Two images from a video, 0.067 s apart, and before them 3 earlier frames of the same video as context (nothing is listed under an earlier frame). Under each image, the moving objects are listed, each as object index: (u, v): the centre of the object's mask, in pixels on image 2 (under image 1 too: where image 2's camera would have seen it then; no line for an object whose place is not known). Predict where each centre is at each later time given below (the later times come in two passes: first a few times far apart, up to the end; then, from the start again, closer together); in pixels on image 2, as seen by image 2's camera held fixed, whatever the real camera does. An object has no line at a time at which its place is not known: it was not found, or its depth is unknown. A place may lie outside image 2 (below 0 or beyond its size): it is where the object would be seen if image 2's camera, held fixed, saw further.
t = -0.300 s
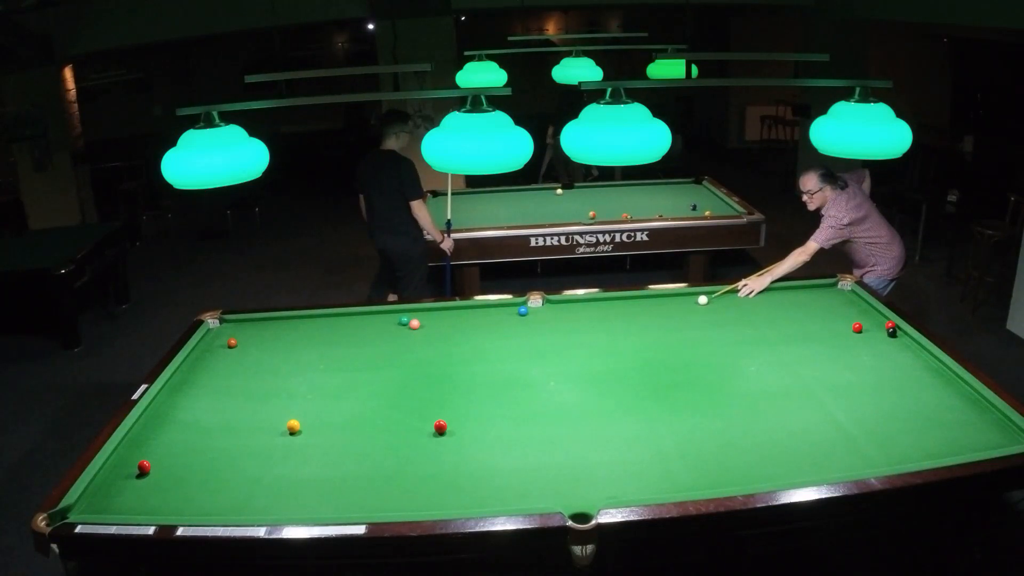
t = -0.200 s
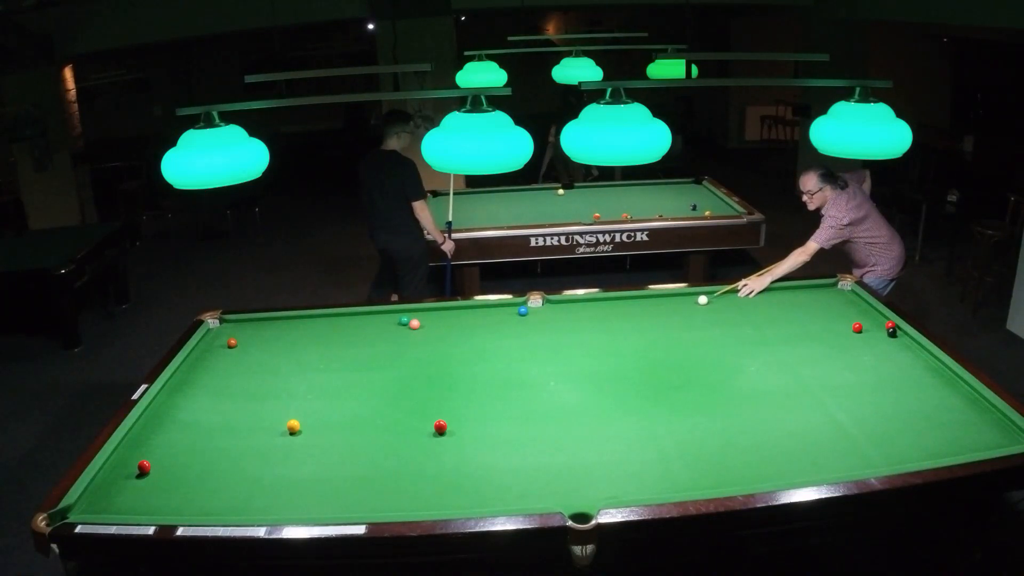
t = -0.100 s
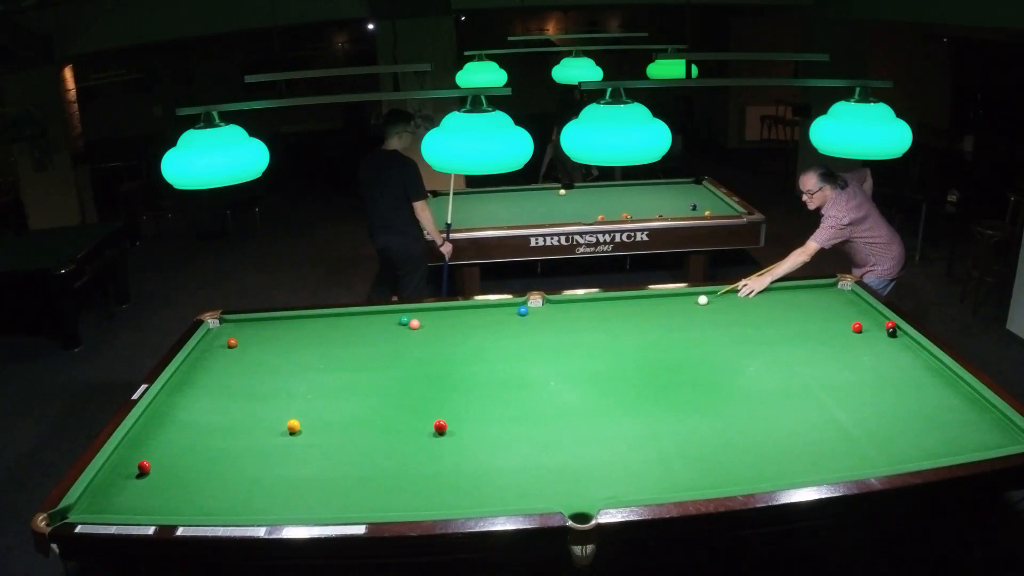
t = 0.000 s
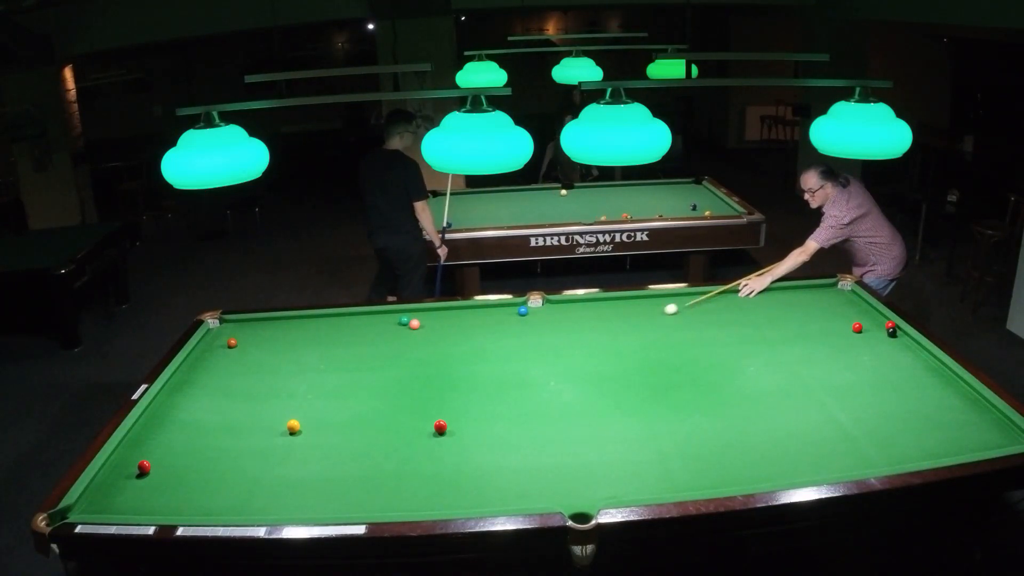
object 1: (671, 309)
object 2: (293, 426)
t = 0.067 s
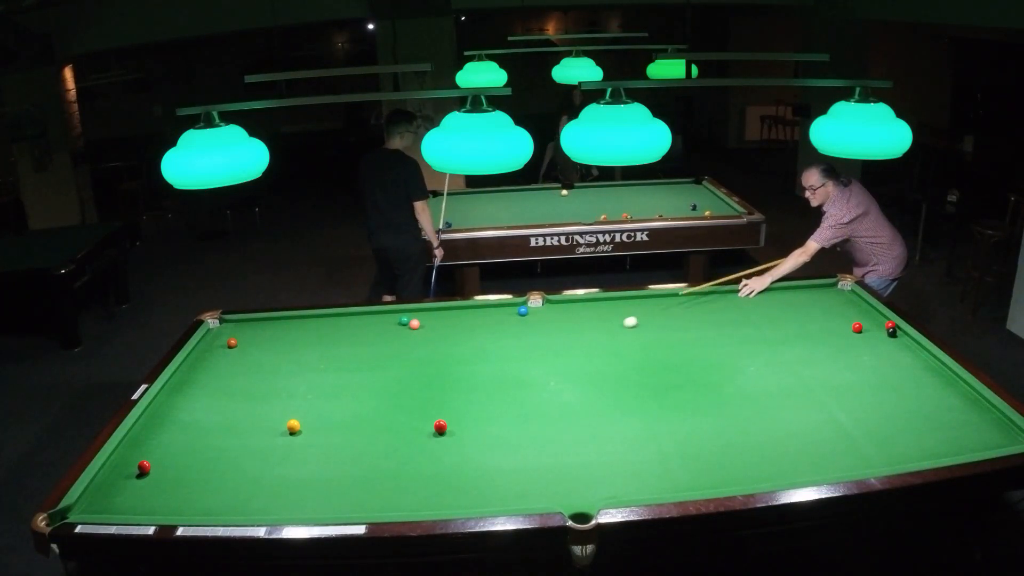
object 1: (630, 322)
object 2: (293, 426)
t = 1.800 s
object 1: (481, 391)
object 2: (208, 414)
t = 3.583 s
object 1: (838, 346)
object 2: (217, 325)
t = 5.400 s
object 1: (474, 363)
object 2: (245, 332)
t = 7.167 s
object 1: (207, 369)
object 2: (247, 332)
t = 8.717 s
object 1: (282, 361)
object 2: (247, 332)
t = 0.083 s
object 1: (620, 326)
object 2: (293, 426)
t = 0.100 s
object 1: (609, 328)
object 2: (293, 426)
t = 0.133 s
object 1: (588, 335)
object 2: (293, 426)
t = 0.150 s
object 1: (577, 338)
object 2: (293, 426)
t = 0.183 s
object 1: (556, 345)
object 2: (293, 426)
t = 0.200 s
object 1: (545, 348)
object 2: (293, 426)
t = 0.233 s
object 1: (523, 355)
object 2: (293, 426)
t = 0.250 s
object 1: (512, 358)
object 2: (293, 426)
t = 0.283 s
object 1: (491, 364)
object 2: (293, 426)
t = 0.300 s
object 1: (480, 368)
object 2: (293, 426)
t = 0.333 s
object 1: (458, 374)
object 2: (293, 426)
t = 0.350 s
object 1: (447, 377)
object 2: (293, 426)
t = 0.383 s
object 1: (426, 383)
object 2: (293, 426)
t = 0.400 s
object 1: (415, 387)
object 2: (293, 426)
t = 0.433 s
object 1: (394, 393)
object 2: (293, 426)
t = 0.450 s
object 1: (382, 396)
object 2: (293, 426)
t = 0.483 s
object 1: (360, 403)
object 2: (293, 426)
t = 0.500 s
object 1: (349, 406)
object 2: (293, 426)
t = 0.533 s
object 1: (326, 412)
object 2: (293, 426)
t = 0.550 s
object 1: (314, 416)
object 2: (293, 426)
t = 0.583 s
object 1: (294, 418)
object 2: (290, 429)
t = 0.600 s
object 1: (286, 419)
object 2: (287, 433)
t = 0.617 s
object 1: (278, 418)
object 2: (283, 437)
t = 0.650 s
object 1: (262, 417)
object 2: (275, 445)
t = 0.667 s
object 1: (254, 417)
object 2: (272, 448)
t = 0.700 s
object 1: (238, 417)
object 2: (265, 456)
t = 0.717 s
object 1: (230, 417)
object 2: (261, 459)
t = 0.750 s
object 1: (214, 417)
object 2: (255, 466)
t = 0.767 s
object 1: (206, 417)
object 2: (251, 469)
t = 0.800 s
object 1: (190, 417)
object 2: (245, 476)
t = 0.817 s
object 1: (182, 418)
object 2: (242, 480)
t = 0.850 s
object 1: (167, 418)
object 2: (235, 486)
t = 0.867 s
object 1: (159, 418)
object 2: (232, 490)
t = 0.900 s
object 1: (144, 418)
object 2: (225, 497)
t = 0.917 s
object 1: (145, 418)
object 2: (221, 500)
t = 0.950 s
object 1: (160, 417)
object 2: (214, 508)
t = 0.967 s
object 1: (167, 417)
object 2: (211, 510)
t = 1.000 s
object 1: (180, 416)
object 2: (207, 511)
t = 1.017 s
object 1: (186, 416)
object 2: (207, 509)
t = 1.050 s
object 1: (199, 415)
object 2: (207, 505)
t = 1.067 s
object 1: (204, 414)
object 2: (207, 502)
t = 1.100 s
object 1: (217, 413)
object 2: (207, 497)
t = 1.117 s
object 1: (223, 413)
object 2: (207, 495)
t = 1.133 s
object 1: (229, 412)
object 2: (207, 492)
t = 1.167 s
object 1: (242, 411)
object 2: (207, 487)
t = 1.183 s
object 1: (248, 411)
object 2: (207, 485)
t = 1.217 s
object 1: (261, 410)
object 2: (207, 480)
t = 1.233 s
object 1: (267, 409)
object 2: (207, 478)
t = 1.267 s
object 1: (280, 408)
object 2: (207, 474)
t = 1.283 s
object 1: (286, 408)
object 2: (207, 471)
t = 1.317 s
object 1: (298, 407)
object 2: (207, 467)
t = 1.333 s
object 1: (305, 406)
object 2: (207, 465)
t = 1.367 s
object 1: (317, 406)
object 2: (208, 461)
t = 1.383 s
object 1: (323, 405)
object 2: (208, 459)
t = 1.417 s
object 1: (336, 404)
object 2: (208, 455)
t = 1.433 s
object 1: (343, 403)
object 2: (208, 453)
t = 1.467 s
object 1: (355, 402)
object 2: (208, 449)
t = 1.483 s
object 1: (362, 401)
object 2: (208, 447)
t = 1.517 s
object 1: (374, 400)
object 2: (208, 443)
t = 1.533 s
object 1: (381, 400)
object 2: (208, 442)
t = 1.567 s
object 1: (393, 399)
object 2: (208, 438)
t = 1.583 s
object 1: (399, 399)
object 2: (208, 436)
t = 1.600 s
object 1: (406, 398)
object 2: (208, 434)
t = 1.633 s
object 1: (419, 397)
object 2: (208, 431)
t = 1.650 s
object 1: (424, 396)
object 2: (208, 429)
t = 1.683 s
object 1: (437, 395)
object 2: (208, 426)
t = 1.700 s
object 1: (443, 395)
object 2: (208, 424)
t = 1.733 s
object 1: (456, 393)
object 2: (208, 421)
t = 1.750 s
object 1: (462, 393)
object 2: (208, 419)
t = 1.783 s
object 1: (475, 391)
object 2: (208, 416)
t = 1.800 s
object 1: (481, 391)
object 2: (208, 414)
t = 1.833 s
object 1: (494, 390)
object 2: (208, 411)
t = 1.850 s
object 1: (499, 389)
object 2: (209, 410)
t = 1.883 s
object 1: (512, 388)
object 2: (209, 407)
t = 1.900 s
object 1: (518, 387)
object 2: (209, 405)
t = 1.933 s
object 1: (530, 386)
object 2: (209, 402)
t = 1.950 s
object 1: (536, 386)
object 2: (209, 401)
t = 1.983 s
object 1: (548, 384)
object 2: (209, 398)
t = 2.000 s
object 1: (554, 384)
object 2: (209, 397)
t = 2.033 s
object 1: (566, 383)
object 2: (209, 394)
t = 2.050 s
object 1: (572, 382)
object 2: (209, 393)
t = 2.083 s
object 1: (584, 381)
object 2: (209, 390)
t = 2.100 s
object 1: (590, 380)
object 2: (209, 389)
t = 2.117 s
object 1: (596, 380)
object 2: (209, 387)
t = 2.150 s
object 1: (607, 378)
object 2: (209, 385)
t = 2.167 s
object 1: (613, 378)
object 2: (209, 384)
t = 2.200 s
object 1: (625, 377)
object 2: (209, 381)
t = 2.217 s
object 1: (631, 376)
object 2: (209, 380)
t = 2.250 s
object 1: (641, 375)
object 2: (209, 377)
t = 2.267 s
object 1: (648, 374)
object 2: (209, 376)
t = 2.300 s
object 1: (659, 373)
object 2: (209, 374)
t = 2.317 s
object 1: (664, 372)
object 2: (209, 373)
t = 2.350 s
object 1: (675, 371)
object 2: (210, 371)
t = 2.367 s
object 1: (680, 370)
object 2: (210, 369)
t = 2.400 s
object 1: (691, 369)
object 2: (210, 367)
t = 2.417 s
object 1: (697, 369)
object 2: (210, 366)
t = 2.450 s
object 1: (707, 367)
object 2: (210, 364)
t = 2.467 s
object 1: (712, 367)
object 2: (210, 363)
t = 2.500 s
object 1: (723, 366)
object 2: (210, 361)
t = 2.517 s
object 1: (728, 365)
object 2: (210, 360)
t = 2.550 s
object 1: (738, 364)
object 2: (210, 357)
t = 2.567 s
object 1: (744, 363)
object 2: (210, 357)
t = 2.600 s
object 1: (753, 362)
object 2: (210, 355)
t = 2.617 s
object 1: (758, 361)
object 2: (210, 354)
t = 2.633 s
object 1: (763, 361)
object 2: (210, 353)
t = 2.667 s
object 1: (773, 359)
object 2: (210, 351)
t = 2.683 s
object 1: (778, 359)
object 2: (210, 350)
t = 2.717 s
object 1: (787, 358)
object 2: (210, 348)
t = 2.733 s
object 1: (792, 357)
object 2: (210, 347)
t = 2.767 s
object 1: (801, 356)
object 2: (210, 345)
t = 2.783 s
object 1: (806, 356)
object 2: (210, 344)
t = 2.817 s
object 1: (815, 355)
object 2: (210, 342)
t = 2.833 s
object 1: (820, 354)
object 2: (210, 341)
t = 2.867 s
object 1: (829, 353)
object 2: (210, 340)
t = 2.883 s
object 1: (833, 352)
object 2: (211, 339)
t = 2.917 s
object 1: (842, 351)
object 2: (211, 337)
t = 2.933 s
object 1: (846, 350)
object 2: (211, 336)
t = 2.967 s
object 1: (855, 349)
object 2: (211, 334)
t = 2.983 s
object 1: (859, 349)
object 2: (211, 334)
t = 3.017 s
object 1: (867, 348)
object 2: (211, 332)
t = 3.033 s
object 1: (872, 347)
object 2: (211, 331)
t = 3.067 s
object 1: (880, 346)
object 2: (211, 330)
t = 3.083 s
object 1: (884, 346)
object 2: (212, 329)
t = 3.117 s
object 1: (892, 344)
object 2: (214, 328)
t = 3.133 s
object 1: (896, 344)
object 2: (214, 327)
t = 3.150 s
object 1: (900, 343)
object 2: (215, 326)
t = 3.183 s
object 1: (908, 342)
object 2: (217, 325)
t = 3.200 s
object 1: (911, 342)
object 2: (218, 324)
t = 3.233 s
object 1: (907, 342)
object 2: (220, 323)
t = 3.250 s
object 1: (904, 342)
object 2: (221, 322)
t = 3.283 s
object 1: (897, 343)
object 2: (222, 321)
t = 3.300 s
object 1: (894, 343)
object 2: (222, 321)
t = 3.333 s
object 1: (888, 343)
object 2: (220, 322)
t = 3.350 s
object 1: (884, 343)
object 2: (219, 323)
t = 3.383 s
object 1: (878, 344)
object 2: (218, 323)
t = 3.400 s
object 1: (875, 344)
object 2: (217, 324)
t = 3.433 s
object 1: (868, 345)
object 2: (216, 324)
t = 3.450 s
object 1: (865, 345)
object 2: (215, 324)
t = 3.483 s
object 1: (858, 345)
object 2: (214, 325)
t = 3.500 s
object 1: (855, 345)
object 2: (215, 325)
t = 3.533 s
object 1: (848, 346)
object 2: (216, 325)
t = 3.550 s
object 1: (845, 346)
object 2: (216, 325)
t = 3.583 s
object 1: (838, 346)
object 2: (217, 325)
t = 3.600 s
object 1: (835, 347)
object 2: (217, 325)
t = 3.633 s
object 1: (828, 347)
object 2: (218, 326)
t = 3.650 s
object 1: (825, 347)
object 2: (218, 326)
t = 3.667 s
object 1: (822, 348)
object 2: (219, 326)
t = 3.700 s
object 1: (815, 348)
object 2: (220, 326)
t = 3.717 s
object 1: (811, 348)
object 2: (221, 326)
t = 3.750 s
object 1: (805, 349)
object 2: (221, 326)
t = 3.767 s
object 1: (801, 349)
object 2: (221, 327)
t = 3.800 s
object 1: (795, 349)
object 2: (222, 327)
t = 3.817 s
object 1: (791, 349)
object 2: (223, 327)
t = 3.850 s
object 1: (784, 350)
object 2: (224, 327)
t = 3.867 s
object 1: (781, 350)
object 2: (224, 327)
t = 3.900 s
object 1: (774, 350)
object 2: (225, 327)
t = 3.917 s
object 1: (771, 351)
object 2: (225, 328)
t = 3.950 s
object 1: (764, 351)
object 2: (226, 328)
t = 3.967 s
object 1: (761, 351)
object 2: (226, 328)
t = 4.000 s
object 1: (754, 351)
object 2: (227, 328)
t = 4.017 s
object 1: (751, 351)
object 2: (227, 328)
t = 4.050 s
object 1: (744, 352)
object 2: (228, 328)
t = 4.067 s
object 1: (740, 352)
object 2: (228, 328)
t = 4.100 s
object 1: (734, 352)
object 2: (229, 328)
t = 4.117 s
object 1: (730, 353)
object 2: (229, 328)
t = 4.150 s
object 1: (723, 353)
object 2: (230, 329)
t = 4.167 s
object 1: (720, 353)
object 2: (230, 329)
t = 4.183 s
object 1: (717, 353)
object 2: (231, 329)
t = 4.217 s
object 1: (710, 354)
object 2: (231, 329)
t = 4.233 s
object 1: (706, 354)
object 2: (232, 329)
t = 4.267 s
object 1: (700, 354)
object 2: (232, 329)
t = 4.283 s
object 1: (696, 355)
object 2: (233, 329)
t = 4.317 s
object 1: (689, 355)
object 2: (233, 329)
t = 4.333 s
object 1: (686, 355)
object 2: (233, 329)
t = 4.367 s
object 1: (679, 355)
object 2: (234, 329)
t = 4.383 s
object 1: (675, 356)
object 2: (234, 330)
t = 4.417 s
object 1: (668, 356)
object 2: (235, 330)
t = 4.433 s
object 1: (665, 356)
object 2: (235, 330)
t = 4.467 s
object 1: (658, 356)
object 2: (236, 330)
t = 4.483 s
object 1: (655, 357)
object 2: (236, 330)
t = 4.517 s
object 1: (648, 357)
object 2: (237, 330)
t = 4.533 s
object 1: (644, 357)
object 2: (237, 330)
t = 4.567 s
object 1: (638, 357)
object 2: (238, 330)
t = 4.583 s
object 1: (634, 357)
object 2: (238, 330)
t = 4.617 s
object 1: (627, 357)
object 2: (238, 330)
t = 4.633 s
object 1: (624, 358)
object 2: (238, 330)
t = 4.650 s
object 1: (621, 358)
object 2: (239, 331)
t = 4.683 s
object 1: (614, 358)
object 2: (239, 331)
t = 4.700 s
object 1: (611, 358)
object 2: (239, 331)
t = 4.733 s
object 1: (604, 359)
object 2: (240, 331)
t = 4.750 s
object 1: (600, 359)
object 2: (240, 331)
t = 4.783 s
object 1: (594, 359)
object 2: (240, 331)
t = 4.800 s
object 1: (590, 359)
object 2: (240, 331)
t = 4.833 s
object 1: (584, 359)
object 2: (241, 331)
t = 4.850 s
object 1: (580, 359)
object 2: (241, 331)
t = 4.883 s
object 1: (574, 360)
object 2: (241, 331)
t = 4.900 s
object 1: (570, 360)
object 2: (241, 331)
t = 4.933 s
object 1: (564, 360)
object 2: (242, 331)
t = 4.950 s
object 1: (560, 360)
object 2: (242, 332)
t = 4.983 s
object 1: (554, 360)
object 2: (242, 332)
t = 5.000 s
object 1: (551, 360)
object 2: (242, 332)
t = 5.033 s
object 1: (545, 361)
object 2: (243, 332)
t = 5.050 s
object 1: (541, 361)
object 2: (243, 332)
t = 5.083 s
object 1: (534, 361)
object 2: (243, 332)
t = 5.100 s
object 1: (531, 361)
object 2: (243, 332)
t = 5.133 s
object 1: (525, 361)
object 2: (244, 332)
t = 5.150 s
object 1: (522, 361)
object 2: (244, 332)
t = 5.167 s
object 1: (518, 362)
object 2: (244, 332)
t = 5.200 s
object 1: (512, 362)
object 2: (244, 332)
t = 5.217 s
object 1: (509, 362)
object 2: (244, 332)
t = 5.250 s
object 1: (503, 362)
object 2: (245, 332)
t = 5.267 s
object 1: (500, 362)
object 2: (245, 332)
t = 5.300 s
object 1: (493, 362)
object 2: (245, 332)
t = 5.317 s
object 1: (490, 363)
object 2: (245, 332)
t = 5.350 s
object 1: (483, 363)
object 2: (245, 332)
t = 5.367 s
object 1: (480, 363)
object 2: (245, 332)
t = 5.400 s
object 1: (474, 363)
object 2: (245, 332)
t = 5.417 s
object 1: (471, 363)
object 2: (245, 332)
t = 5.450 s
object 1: (465, 363)
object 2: (246, 332)
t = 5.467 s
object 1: (462, 363)
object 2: (246, 332)
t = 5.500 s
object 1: (456, 364)
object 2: (246, 332)
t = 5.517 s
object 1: (453, 364)
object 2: (246, 332)
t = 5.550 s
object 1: (447, 364)
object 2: (246, 332)
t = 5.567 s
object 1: (444, 364)
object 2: (246, 332)
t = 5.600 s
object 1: (438, 364)
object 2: (246, 332)
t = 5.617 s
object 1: (435, 364)
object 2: (246, 332)
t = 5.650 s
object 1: (429, 365)
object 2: (246, 332)
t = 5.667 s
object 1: (426, 365)
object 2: (246, 332)
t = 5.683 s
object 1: (423, 365)
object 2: (246, 332)
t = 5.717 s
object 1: (417, 365)
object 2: (246, 332)
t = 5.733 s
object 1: (414, 365)
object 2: (246, 332)
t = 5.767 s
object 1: (409, 365)
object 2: (246, 332)
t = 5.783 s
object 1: (406, 365)
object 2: (247, 332)
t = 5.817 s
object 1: (400, 365)
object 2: (247, 332)
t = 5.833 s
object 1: (397, 365)
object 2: (247, 332)
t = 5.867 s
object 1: (391, 365)
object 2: (247, 332)
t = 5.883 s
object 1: (389, 366)
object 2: (247, 332)
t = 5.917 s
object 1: (383, 366)
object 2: (247, 332)
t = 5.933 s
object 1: (381, 365)
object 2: (247, 332)
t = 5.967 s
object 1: (375, 366)
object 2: (247, 332)
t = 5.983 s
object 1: (372, 366)
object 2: (247, 332)
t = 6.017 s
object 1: (367, 366)
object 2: (247, 332)
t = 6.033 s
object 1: (364, 366)
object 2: (247, 332)
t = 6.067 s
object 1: (359, 366)
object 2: (247, 332)
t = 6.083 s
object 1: (356, 366)
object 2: (247, 332)
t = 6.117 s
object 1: (351, 366)
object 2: (247, 332)
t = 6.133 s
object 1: (348, 366)
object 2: (247, 332)
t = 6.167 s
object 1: (343, 366)
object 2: (247, 332)
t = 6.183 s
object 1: (340, 366)
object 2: (247, 332)
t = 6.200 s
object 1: (338, 366)
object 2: (247, 332)
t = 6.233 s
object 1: (332, 367)
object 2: (247, 332)
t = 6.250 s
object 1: (330, 367)
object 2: (247, 332)
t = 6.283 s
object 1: (325, 367)
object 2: (247, 332)
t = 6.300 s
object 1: (323, 367)
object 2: (247, 332)
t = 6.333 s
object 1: (318, 367)
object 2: (247, 332)
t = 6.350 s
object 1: (316, 367)
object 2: (247, 332)
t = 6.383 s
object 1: (311, 367)
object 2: (247, 332)
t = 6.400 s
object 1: (309, 367)
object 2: (247, 332)
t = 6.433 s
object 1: (304, 367)
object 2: (247, 332)
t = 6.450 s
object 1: (301, 367)
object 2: (247, 332)
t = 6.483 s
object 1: (297, 367)
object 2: (247, 332)
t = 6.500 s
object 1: (294, 367)
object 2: (247, 332)
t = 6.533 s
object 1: (290, 367)
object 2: (247, 332)
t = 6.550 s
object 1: (287, 368)
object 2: (247, 332)
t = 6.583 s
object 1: (282, 368)
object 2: (247, 332)
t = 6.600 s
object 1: (280, 368)
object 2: (247, 332)
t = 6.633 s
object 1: (276, 368)
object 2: (247, 332)
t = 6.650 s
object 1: (273, 368)
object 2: (247, 332)
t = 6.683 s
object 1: (269, 368)
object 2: (247, 332)
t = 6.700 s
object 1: (266, 368)
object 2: (247, 332)
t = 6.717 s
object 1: (264, 368)
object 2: (247, 332)
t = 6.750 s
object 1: (259, 368)
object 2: (247, 332)
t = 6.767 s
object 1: (257, 368)
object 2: (247, 332)
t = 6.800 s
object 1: (253, 368)
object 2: (247, 332)
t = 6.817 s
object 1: (251, 368)
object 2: (247, 332)
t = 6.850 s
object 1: (246, 368)
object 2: (247, 332)
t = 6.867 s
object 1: (244, 369)
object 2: (247, 332)
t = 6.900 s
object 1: (240, 369)
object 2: (247, 332)
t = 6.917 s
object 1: (238, 368)
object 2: (247, 332)
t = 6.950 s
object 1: (234, 369)
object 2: (247, 332)
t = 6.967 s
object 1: (231, 369)
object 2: (247, 332)
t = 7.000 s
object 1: (227, 369)
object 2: (247, 332)
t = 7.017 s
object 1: (225, 369)
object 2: (247, 332)
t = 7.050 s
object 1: (221, 369)
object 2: (247, 332)
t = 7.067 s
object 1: (219, 369)
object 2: (247, 332)
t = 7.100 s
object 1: (215, 369)
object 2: (247, 332)
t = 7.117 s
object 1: (213, 369)
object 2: (247, 332)
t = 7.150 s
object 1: (209, 369)
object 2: (247, 332)
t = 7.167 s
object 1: (207, 369)
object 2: (247, 332)
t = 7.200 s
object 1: (203, 369)
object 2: (247, 332)
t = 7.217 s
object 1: (201, 369)
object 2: (247, 332)
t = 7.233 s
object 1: (199, 369)
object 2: (247, 332)
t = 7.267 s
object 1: (195, 369)
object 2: (247, 332)
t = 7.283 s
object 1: (193, 369)
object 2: (247, 332)
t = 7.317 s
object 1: (189, 369)
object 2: (247, 332)
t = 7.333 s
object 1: (187, 369)
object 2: (247, 332)
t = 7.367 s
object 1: (184, 369)
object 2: (247, 332)
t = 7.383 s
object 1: (182, 369)
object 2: (247, 332)
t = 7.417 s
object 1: (180, 369)
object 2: (247, 332)
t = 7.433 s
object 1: (182, 369)
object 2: (247, 332)
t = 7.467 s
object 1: (185, 369)
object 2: (247, 332)
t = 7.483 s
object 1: (186, 369)
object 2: (247, 332)
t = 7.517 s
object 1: (190, 368)
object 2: (247, 332)
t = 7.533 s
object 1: (191, 369)
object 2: (247, 332)
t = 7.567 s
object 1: (193, 368)
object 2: (247, 332)
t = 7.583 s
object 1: (195, 368)
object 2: (247, 332)
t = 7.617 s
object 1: (198, 368)
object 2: (247, 332)
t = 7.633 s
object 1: (199, 368)
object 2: (247, 332)
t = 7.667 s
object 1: (202, 368)
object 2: (247, 332)
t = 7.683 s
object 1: (204, 367)
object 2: (247, 332)
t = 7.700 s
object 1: (205, 367)
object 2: (247, 332)
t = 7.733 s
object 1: (208, 367)
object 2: (247, 332)
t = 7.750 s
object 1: (209, 367)
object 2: (247, 332)
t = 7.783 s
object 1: (212, 367)
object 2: (247, 332)
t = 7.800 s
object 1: (213, 367)
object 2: (247, 332)
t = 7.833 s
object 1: (216, 366)
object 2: (247, 332)
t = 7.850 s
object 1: (217, 366)
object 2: (247, 332)
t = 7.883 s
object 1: (220, 366)
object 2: (247, 332)
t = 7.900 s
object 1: (221, 366)
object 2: (247, 332)
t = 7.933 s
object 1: (224, 366)
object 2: (247, 332)
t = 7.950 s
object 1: (225, 366)
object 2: (247, 332)
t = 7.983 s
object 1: (228, 366)
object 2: (247, 332)
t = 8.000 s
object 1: (229, 365)
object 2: (247, 332)
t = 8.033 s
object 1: (232, 365)
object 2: (247, 332)
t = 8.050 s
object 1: (234, 365)
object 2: (247, 332)
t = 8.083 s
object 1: (236, 365)
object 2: (247, 332)
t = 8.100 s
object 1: (237, 365)
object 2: (247, 332)
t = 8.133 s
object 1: (240, 365)
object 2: (247, 332)
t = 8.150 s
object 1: (241, 365)
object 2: (247, 332)
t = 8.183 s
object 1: (243, 364)
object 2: (247, 332)
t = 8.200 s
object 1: (245, 364)
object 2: (247, 332)
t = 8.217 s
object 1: (246, 364)
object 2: (247, 332)
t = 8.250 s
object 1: (249, 364)
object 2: (247, 332)
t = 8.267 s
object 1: (250, 364)
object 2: (247, 332)
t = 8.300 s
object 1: (252, 364)
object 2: (247, 332)
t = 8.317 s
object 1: (254, 364)
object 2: (247, 332)
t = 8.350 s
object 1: (256, 363)
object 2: (247, 332)
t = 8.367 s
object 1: (257, 363)
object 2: (247, 332)
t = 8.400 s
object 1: (260, 363)
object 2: (247, 332)
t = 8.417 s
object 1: (261, 363)
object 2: (247, 332)
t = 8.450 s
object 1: (263, 363)
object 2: (247, 332)
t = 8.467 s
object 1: (264, 363)
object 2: (247, 332)
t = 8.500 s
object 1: (266, 363)
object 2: (247, 332)
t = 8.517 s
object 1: (267, 363)
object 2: (247, 332)
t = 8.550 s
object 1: (270, 362)
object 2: (247, 332)
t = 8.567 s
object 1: (271, 362)
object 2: (247, 332)
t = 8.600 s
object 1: (273, 362)
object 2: (247, 332)
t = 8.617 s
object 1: (274, 362)
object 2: (247, 332)
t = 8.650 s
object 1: (277, 362)
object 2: (247, 332)
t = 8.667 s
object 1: (278, 362)
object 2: (247, 332)
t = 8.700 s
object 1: (280, 362)
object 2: (247, 332)
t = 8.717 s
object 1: (282, 361)
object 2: (247, 332)
